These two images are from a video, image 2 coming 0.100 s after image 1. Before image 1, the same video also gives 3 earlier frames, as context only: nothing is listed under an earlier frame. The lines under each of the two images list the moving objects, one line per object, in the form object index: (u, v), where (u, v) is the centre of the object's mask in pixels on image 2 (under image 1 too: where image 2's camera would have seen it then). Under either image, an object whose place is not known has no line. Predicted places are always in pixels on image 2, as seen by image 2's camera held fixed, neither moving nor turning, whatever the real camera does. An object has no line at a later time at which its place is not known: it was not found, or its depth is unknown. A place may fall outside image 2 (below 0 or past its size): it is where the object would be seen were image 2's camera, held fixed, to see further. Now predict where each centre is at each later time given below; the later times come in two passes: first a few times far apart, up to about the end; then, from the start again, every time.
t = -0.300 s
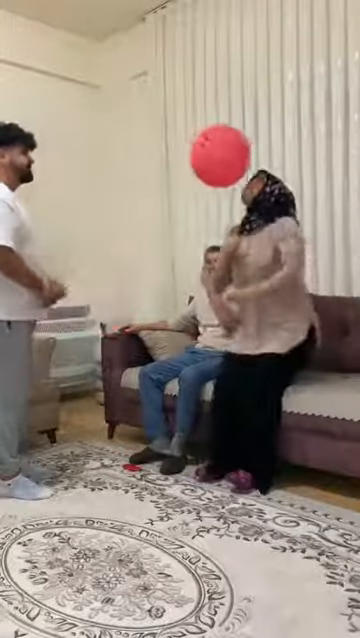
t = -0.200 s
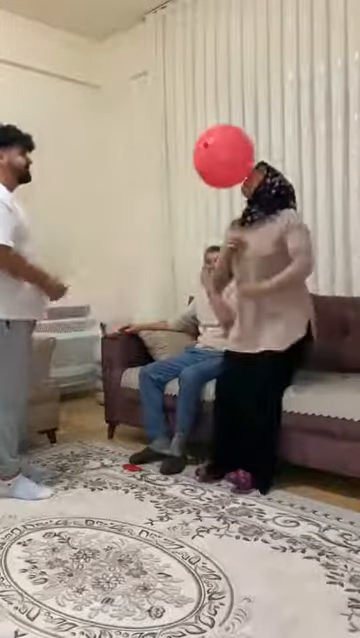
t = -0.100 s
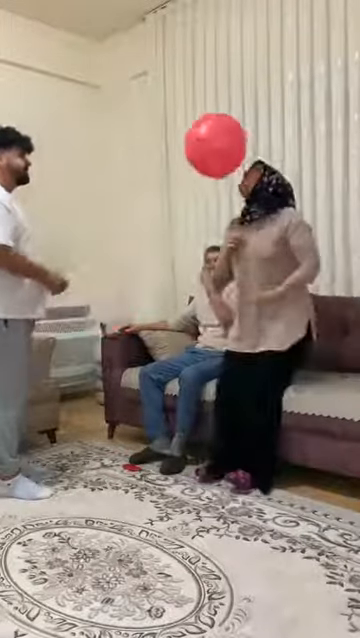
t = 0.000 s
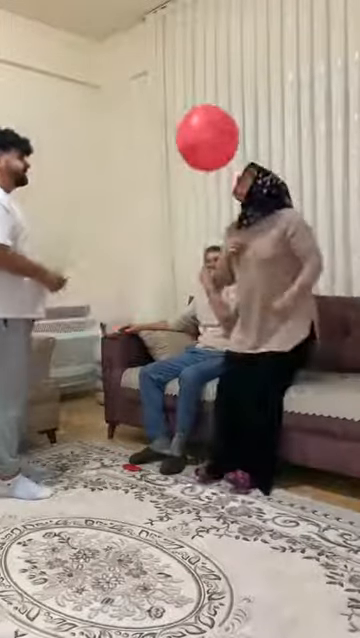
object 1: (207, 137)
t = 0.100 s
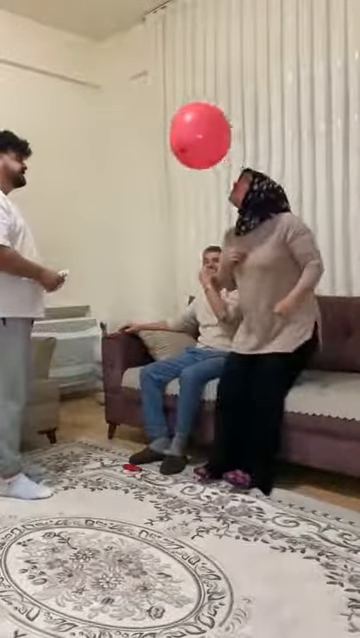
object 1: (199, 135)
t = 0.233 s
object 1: (189, 138)
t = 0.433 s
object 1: (176, 156)
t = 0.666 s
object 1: (164, 192)
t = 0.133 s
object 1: (197, 135)
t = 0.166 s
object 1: (194, 136)
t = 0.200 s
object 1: (191, 137)
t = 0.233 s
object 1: (189, 138)
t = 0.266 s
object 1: (187, 141)
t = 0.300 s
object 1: (185, 143)
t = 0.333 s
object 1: (183, 146)
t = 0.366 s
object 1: (180, 149)
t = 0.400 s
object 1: (178, 152)
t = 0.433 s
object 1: (176, 156)
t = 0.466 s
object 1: (175, 160)
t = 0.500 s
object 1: (172, 165)
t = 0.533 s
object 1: (170, 170)
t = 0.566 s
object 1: (169, 175)
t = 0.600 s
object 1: (167, 180)
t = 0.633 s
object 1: (165, 186)
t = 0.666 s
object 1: (164, 192)
